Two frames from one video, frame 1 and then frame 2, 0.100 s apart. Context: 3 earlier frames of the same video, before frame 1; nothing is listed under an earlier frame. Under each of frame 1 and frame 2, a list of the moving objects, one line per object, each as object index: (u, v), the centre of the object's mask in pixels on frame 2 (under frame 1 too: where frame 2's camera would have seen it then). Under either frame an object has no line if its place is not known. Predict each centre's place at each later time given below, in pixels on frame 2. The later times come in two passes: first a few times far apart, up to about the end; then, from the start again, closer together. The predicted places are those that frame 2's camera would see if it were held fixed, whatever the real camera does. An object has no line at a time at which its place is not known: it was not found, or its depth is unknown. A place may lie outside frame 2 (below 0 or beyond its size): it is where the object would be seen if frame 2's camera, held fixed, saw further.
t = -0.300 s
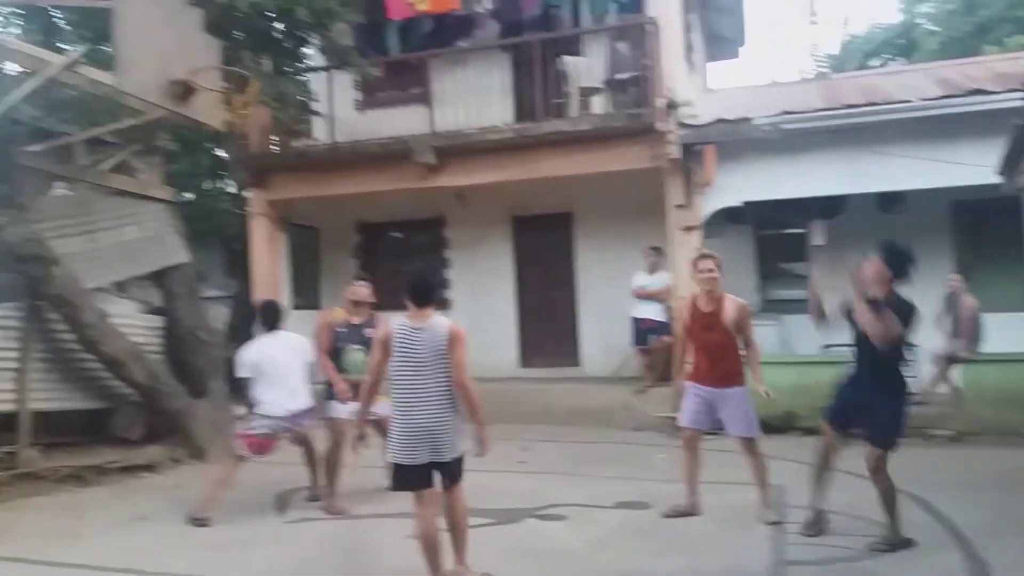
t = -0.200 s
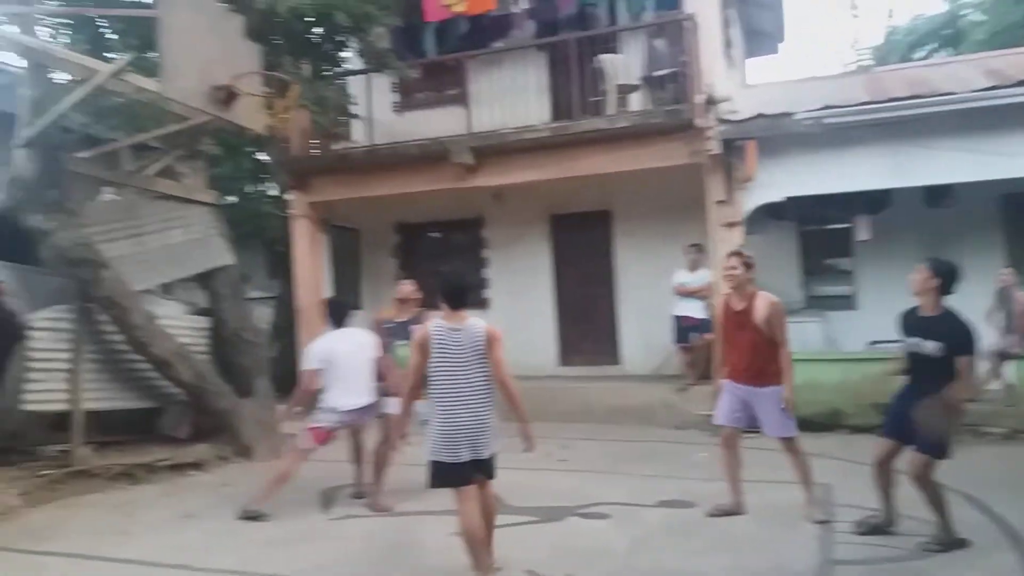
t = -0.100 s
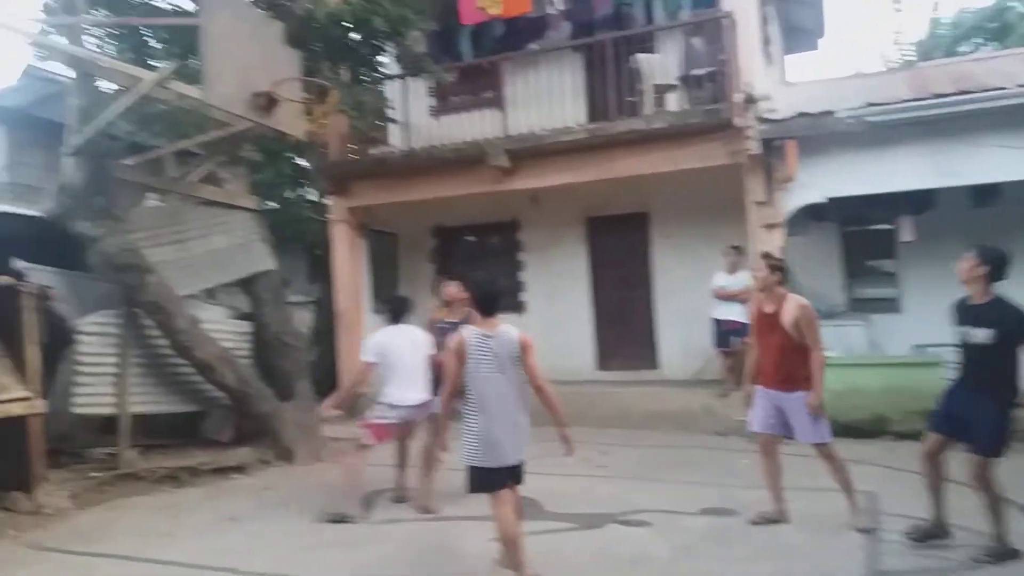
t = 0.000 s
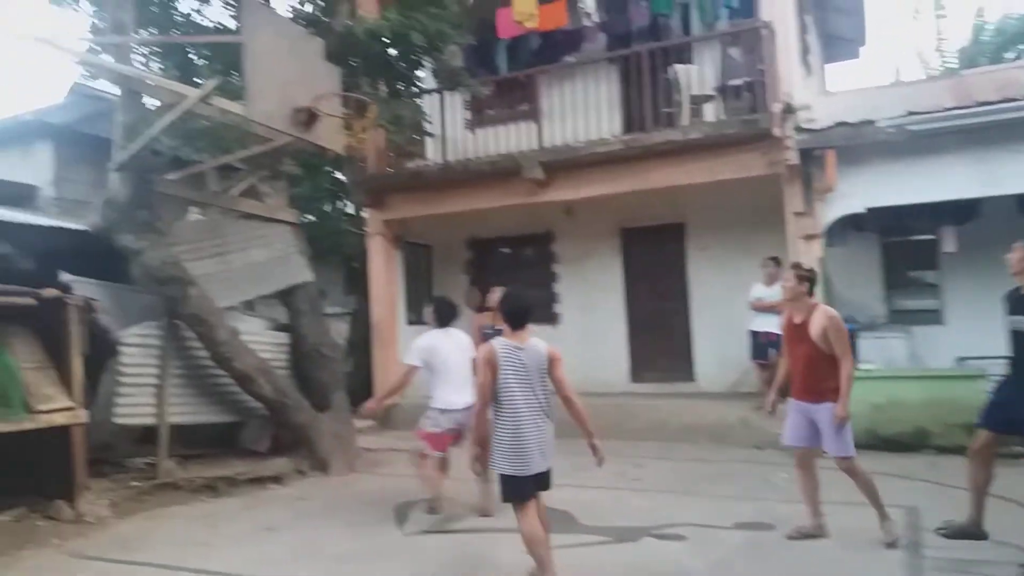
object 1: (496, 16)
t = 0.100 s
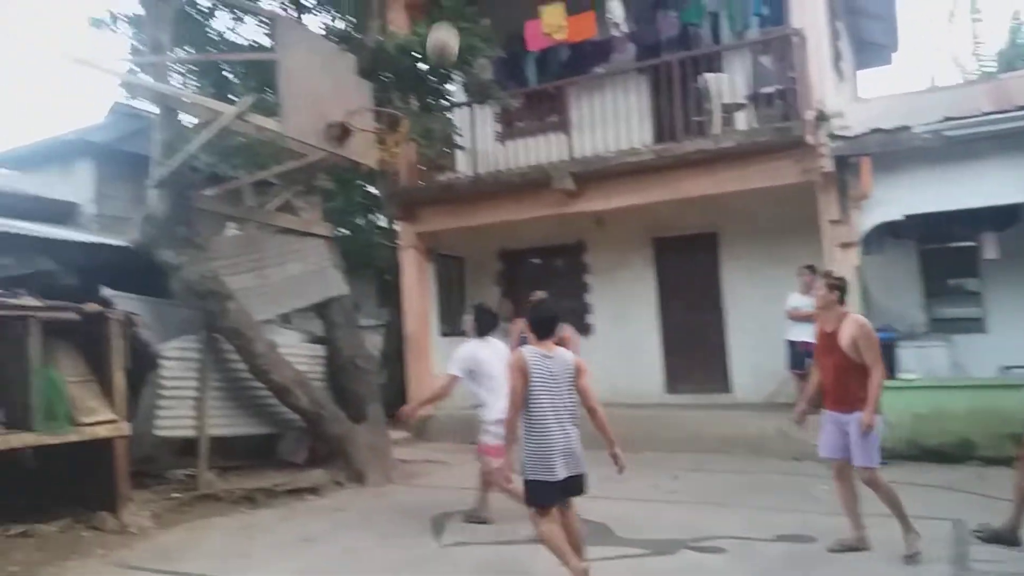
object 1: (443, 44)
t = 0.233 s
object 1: (405, 100)
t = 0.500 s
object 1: (482, 94)
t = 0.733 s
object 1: (571, 190)
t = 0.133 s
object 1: (429, 63)
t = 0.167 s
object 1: (415, 83)
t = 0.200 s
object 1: (403, 101)
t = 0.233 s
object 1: (405, 100)
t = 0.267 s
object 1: (415, 95)
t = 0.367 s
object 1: (441, 86)
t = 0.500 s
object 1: (482, 94)
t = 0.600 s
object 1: (517, 122)
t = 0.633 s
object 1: (527, 134)
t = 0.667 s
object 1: (542, 150)
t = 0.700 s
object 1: (559, 174)
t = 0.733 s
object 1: (571, 190)
